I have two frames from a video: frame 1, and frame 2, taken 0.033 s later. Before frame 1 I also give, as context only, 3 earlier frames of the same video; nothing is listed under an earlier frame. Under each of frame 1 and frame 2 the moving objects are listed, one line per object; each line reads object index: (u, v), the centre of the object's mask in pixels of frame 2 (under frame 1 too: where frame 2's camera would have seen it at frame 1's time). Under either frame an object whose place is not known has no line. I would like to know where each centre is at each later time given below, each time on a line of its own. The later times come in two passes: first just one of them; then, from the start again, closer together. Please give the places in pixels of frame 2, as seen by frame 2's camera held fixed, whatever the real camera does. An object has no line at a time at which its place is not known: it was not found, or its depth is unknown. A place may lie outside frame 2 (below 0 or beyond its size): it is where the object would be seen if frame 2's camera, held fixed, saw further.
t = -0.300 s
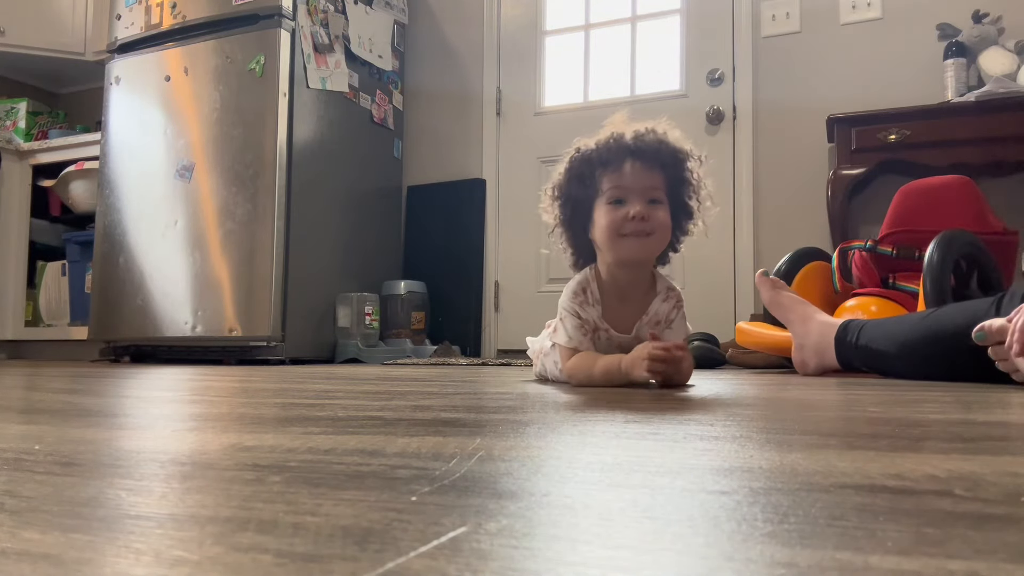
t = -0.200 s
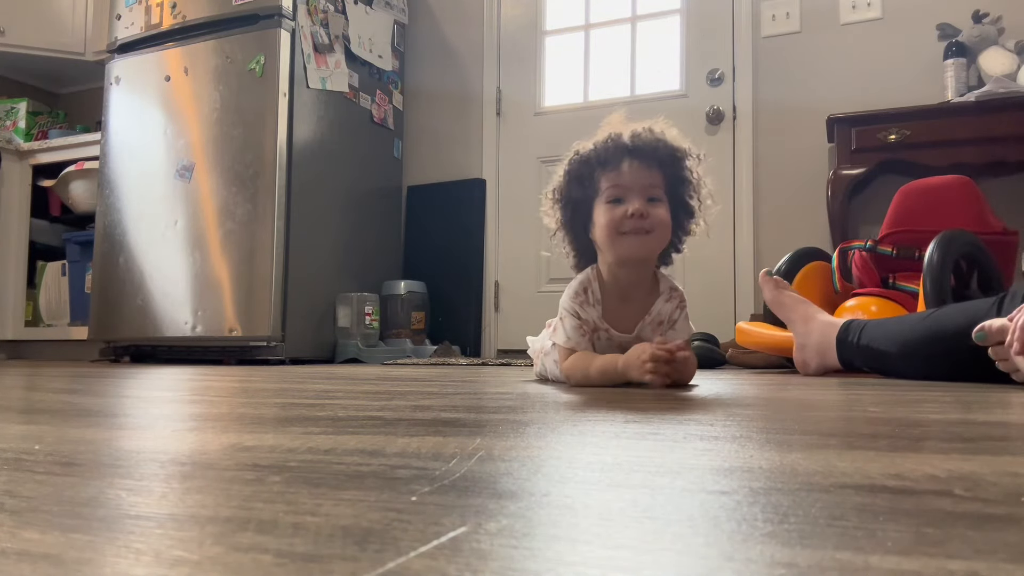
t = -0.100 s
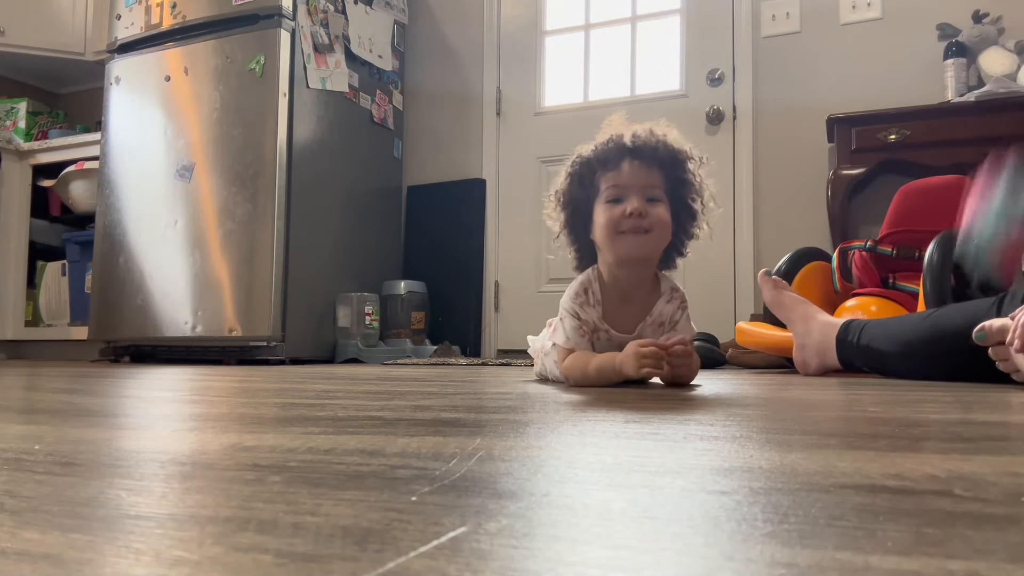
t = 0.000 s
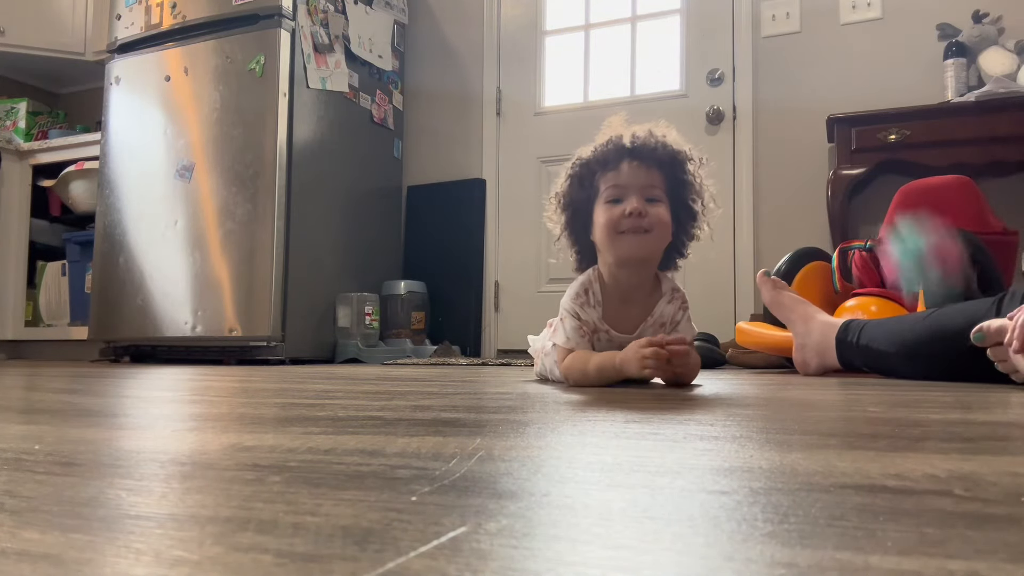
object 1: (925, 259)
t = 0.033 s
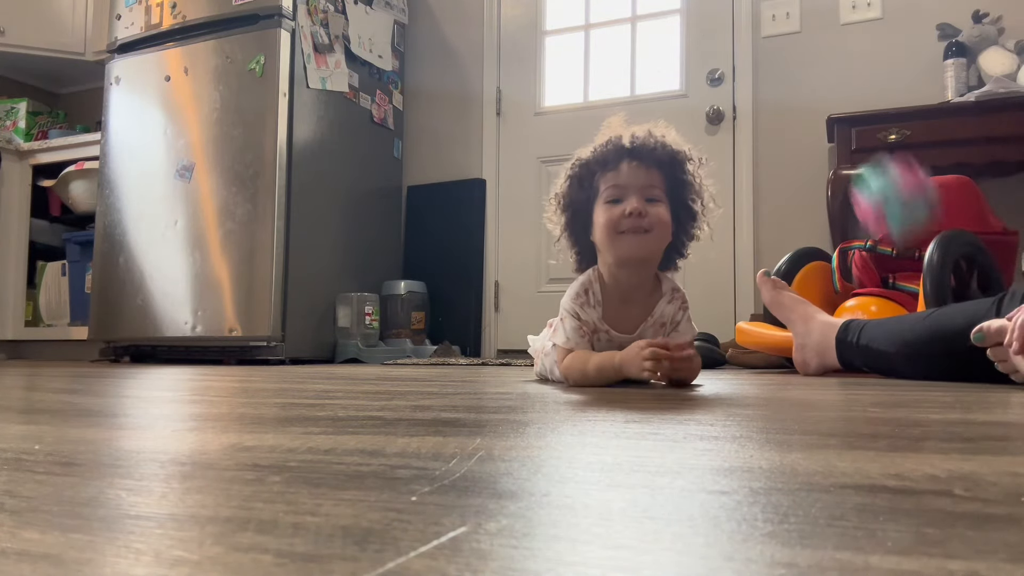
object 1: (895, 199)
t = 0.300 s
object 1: (721, 164)
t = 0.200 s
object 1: (782, 92)
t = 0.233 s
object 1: (761, 105)
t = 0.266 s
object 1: (741, 129)
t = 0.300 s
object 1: (721, 164)
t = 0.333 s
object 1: (701, 209)
